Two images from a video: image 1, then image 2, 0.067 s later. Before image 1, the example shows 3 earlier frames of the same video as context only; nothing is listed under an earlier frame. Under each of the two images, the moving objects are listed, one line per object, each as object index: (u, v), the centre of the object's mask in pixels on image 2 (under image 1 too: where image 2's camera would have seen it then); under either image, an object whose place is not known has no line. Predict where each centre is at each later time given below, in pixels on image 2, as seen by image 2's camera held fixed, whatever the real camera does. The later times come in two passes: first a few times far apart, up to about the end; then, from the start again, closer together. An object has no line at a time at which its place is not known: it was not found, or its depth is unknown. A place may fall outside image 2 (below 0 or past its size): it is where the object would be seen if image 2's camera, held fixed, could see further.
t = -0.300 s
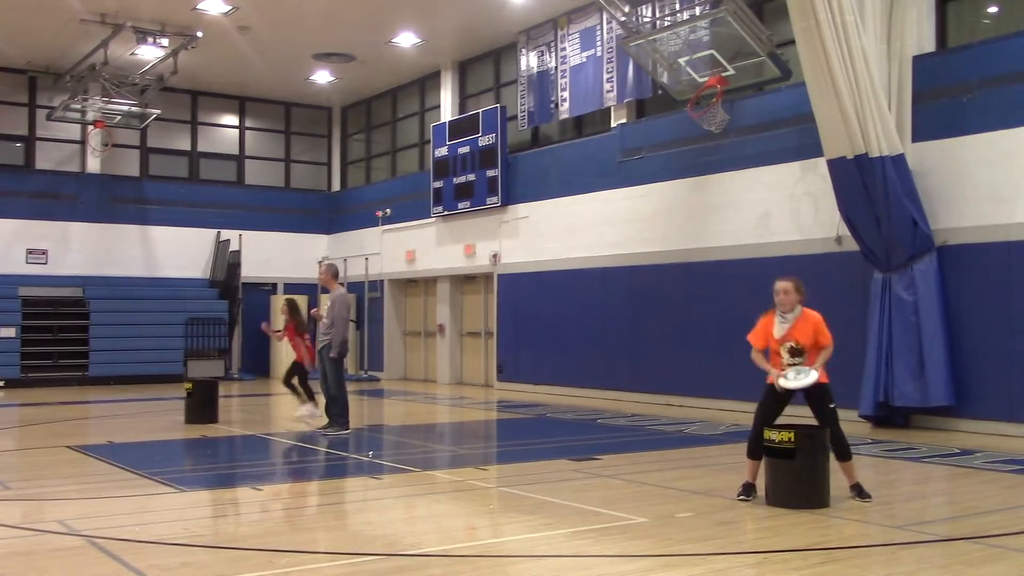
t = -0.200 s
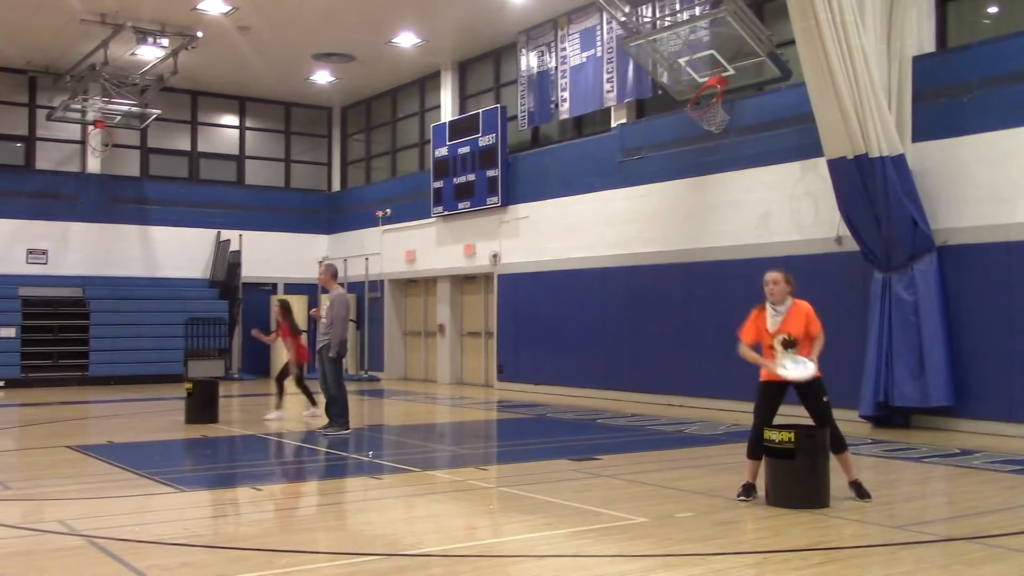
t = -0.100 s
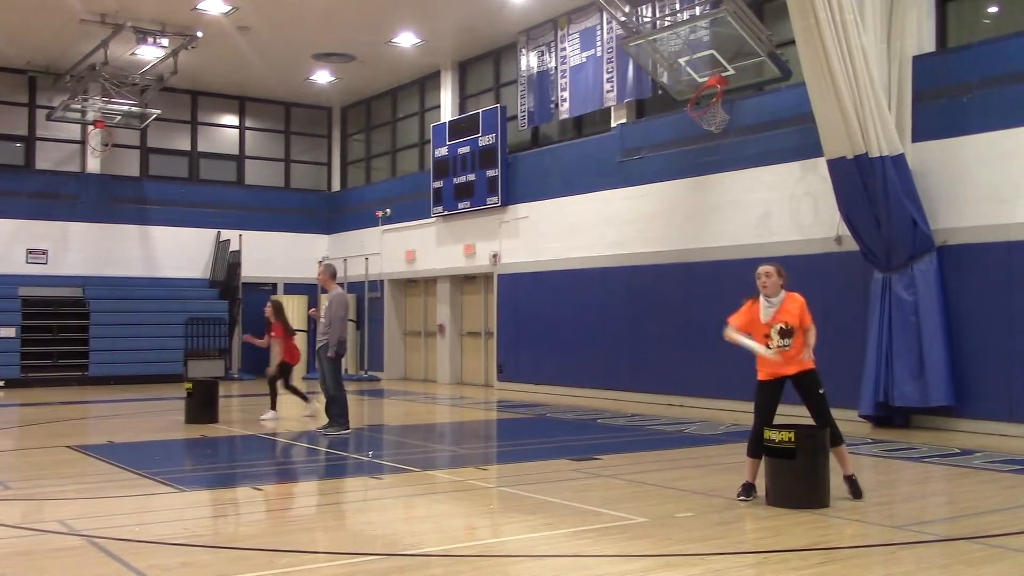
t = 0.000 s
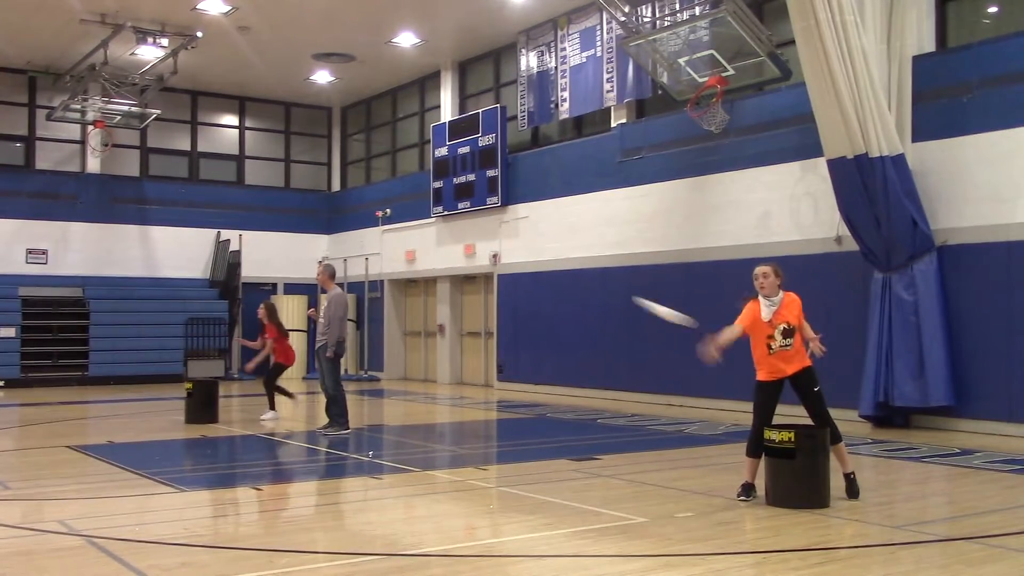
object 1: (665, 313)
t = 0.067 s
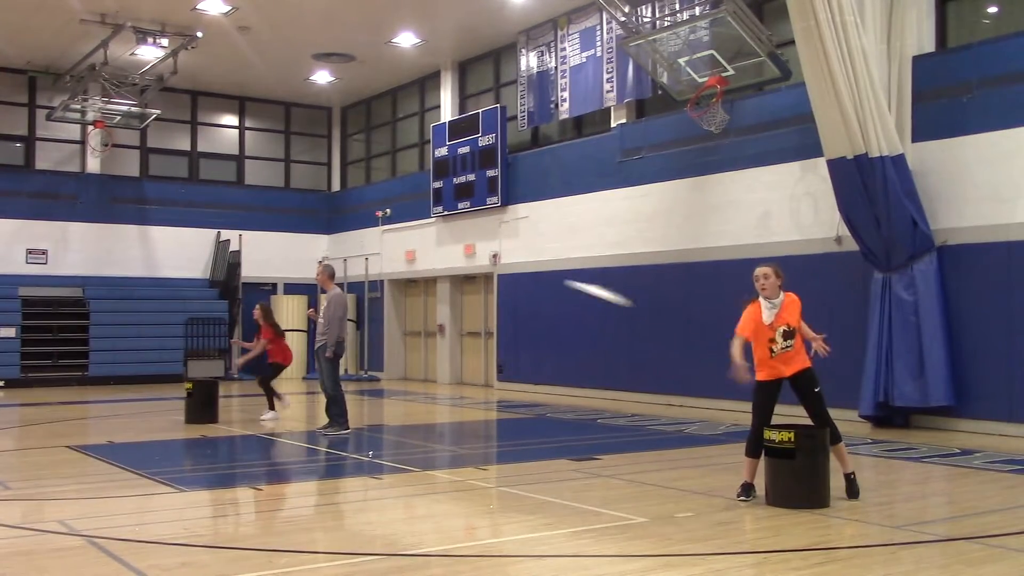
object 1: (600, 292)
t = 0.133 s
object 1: (535, 276)
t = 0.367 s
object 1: (264, 233)
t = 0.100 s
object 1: (564, 283)
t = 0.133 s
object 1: (535, 276)
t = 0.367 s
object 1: (264, 233)
